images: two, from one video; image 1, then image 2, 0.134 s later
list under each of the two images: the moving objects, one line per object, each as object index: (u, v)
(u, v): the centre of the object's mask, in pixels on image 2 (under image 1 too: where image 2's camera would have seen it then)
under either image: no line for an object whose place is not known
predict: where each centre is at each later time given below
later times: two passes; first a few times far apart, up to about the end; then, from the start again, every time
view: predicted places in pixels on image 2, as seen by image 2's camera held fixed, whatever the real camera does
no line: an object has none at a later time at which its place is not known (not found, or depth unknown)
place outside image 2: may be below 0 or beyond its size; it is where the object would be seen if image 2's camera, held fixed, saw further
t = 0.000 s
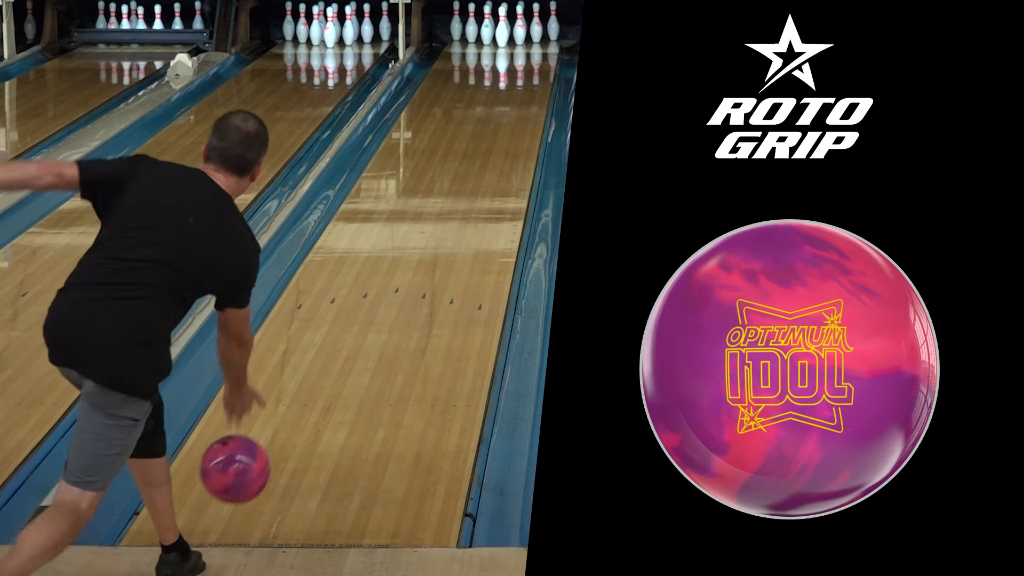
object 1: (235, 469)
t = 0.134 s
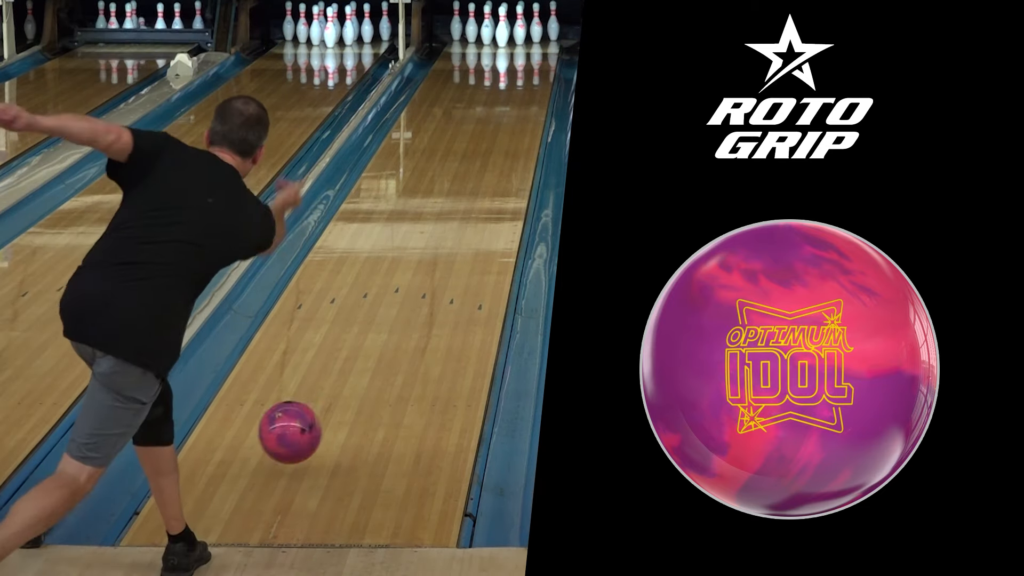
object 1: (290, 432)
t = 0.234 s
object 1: (324, 403)
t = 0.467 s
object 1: (386, 320)
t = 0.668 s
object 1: (427, 265)
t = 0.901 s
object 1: (463, 214)
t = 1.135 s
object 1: (491, 174)
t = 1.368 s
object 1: (512, 141)
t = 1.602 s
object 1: (527, 113)
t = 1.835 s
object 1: (535, 91)
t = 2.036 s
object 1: (536, 74)
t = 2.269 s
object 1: (530, 58)
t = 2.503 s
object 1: (518, 44)
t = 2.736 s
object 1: (511, 34)
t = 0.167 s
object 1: (302, 432)
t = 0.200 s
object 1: (313, 418)
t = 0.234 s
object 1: (324, 403)
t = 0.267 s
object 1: (334, 391)
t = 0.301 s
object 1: (344, 378)
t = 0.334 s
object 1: (353, 365)
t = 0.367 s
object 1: (362, 353)
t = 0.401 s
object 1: (370, 341)
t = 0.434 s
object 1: (379, 330)
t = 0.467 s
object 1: (386, 320)
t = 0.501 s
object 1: (394, 309)
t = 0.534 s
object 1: (401, 300)
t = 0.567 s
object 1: (408, 290)
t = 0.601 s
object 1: (414, 282)
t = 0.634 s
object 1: (421, 273)
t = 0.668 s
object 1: (427, 265)
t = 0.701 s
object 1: (432, 256)
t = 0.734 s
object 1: (438, 249)
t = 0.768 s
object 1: (443, 241)
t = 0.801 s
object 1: (449, 234)
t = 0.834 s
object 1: (454, 227)
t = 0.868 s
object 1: (458, 221)
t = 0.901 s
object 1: (463, 214)
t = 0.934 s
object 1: (467, 208)
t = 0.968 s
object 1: (472, 202)
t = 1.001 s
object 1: (476, 196)
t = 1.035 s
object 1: (480, 190)
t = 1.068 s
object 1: (484, 185)
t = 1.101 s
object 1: (487, 179)
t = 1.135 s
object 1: (491, 174)
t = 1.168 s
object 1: (495, 169)
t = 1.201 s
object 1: (498, 164)
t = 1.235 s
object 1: (501, 159)
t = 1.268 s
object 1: (504, 154)
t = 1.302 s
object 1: (507, 150)
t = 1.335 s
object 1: (510, 145)
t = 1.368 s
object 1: (512, 141)
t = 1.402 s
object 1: (515, 137)
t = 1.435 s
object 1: (517, 132)
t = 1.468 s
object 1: (519, 128)
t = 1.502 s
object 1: (521, 124)
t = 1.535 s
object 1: (524, 120)
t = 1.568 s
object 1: (525, 117)
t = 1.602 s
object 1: (527, 113)
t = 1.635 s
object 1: (529, 110)
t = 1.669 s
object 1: (530, 106)
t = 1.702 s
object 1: (531, 103)
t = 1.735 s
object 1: (533, 100)
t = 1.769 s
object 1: (534, 96)
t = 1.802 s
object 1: (535, 93)
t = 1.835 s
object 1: (535, 91)
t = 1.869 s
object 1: (536, 88)
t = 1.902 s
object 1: (536, 85)
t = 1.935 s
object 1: (537, 82)
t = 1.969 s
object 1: (537, 79)
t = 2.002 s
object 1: (536, 77)
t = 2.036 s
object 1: (536, 74)
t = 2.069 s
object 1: (536, 72)
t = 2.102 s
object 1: (536, 70)
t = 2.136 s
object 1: (535, 67)
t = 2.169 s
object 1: (533, 65)
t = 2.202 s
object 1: (532, 63)
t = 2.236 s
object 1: (531, 60)
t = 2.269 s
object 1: (530, 58)
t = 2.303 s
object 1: (529, 56)
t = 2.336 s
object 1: (527, 54)
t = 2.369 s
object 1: (525, 52)
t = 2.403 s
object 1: (523, 50)
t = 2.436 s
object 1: (522, 48)
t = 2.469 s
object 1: (520, 46)
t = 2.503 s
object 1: (518, 44)
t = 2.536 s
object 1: (516, 42)
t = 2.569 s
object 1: (514, 40)
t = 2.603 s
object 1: (513, 38)
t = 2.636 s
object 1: (512, 37)
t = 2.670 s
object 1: (513, 35)
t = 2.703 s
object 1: (512, 35)
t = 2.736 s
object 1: (511, 34)
